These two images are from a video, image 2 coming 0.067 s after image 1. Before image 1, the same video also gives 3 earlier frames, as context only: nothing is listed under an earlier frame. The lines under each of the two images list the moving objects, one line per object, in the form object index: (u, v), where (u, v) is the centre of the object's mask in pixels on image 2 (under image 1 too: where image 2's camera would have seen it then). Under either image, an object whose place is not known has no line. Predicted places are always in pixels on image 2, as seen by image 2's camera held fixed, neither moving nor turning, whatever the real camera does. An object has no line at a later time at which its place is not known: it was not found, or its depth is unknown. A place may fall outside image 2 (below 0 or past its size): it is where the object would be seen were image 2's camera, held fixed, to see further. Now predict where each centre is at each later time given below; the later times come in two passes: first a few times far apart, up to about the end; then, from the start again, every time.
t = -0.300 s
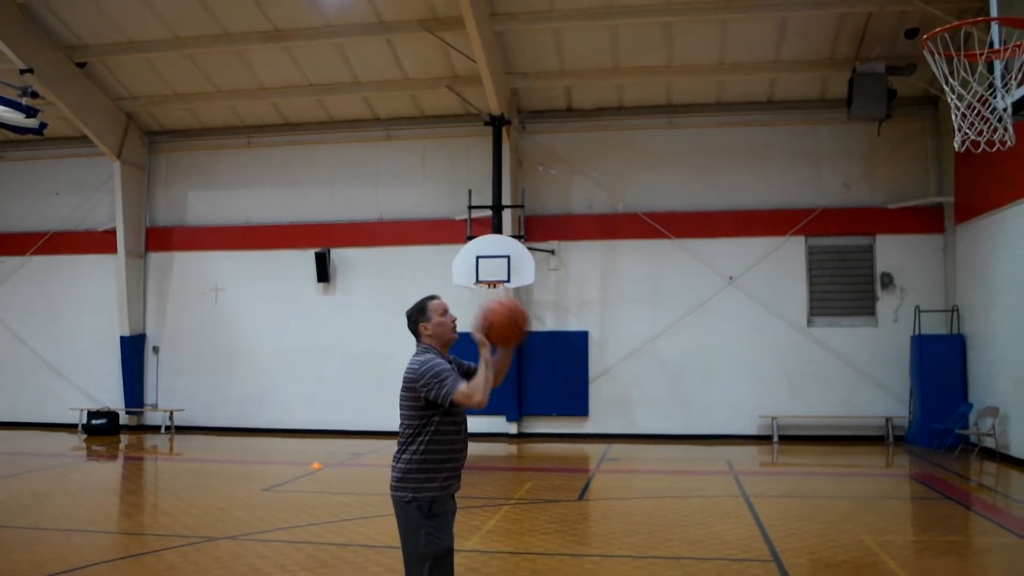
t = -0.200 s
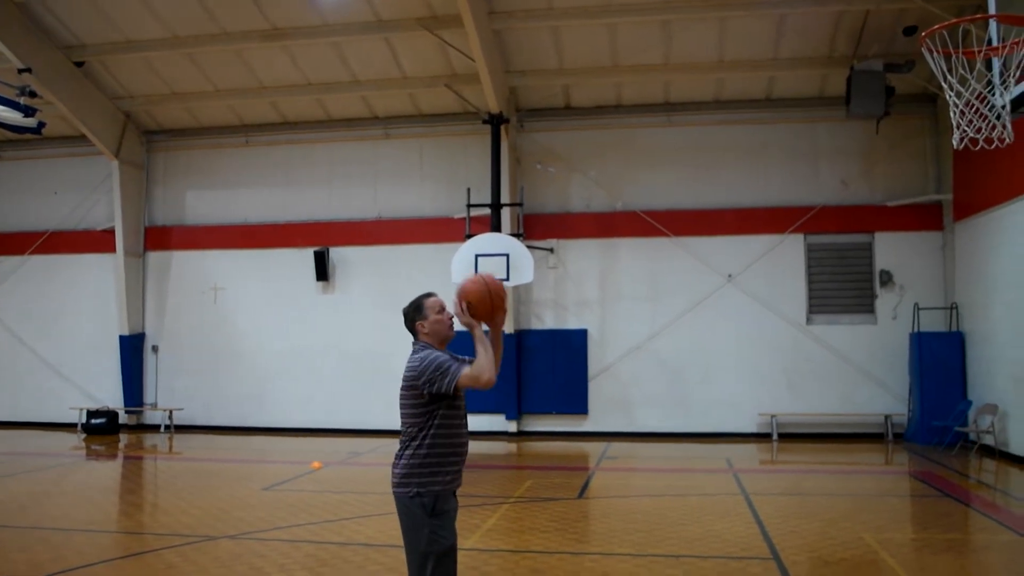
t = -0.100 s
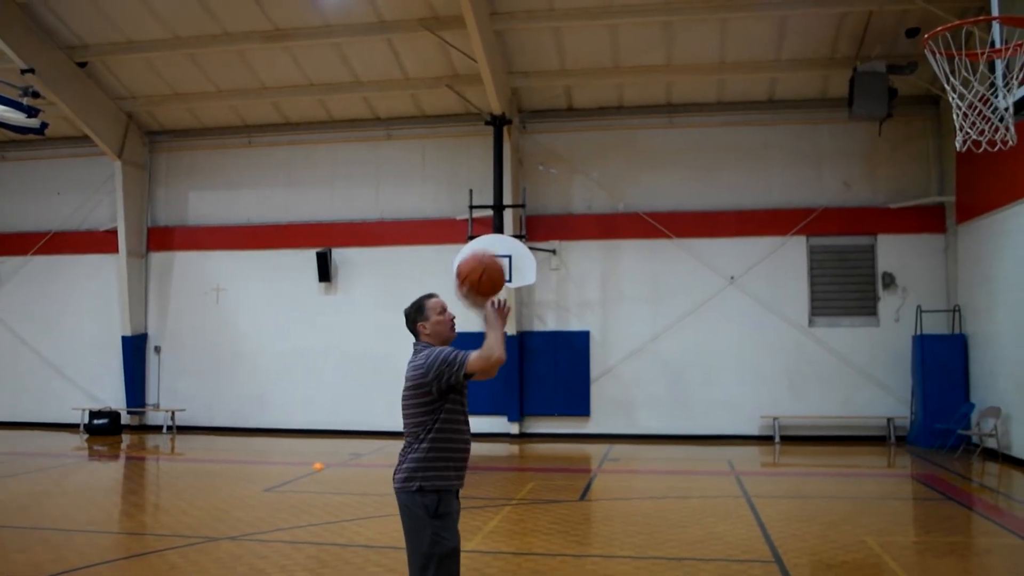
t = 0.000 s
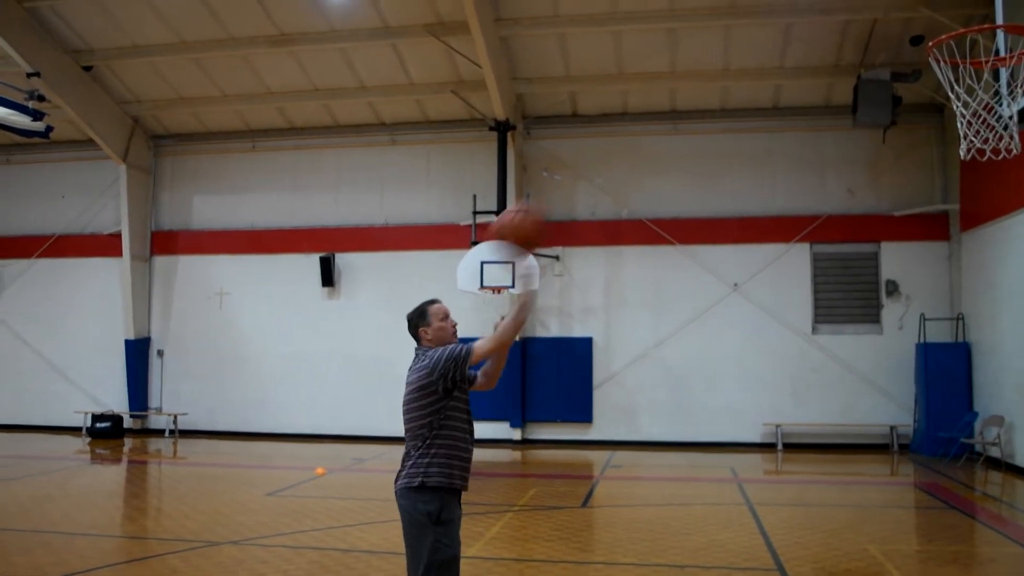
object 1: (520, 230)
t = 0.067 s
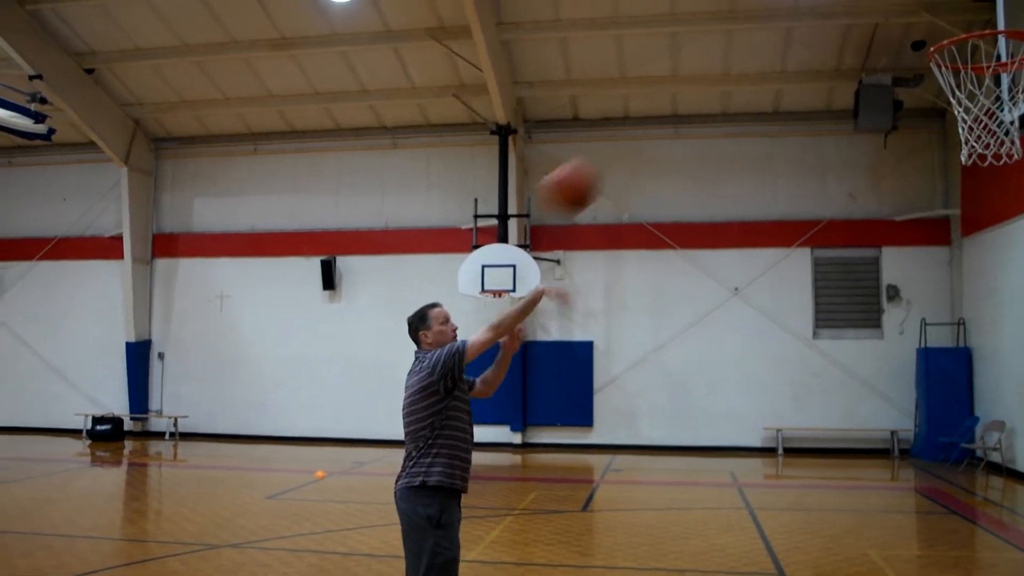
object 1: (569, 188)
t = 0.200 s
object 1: (672, 122)
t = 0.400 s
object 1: (829, 83)
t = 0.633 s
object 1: (995, 133)
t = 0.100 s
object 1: (595, 168)
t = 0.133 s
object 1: (619, 151)
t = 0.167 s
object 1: (646, 135)
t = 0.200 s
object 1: (672, 122)
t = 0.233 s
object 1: (698, 110)
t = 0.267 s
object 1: (725, 100)
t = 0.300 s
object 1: (751, 93)
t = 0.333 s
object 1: (777, 88)
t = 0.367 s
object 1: (802, 85)
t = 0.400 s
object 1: (829, 83)
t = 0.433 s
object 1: (857, 85)
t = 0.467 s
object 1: (885, 89)
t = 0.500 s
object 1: (912, 96)
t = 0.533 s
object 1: (939, 105)
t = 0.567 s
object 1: (958, 112)
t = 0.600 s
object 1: (975, 119)
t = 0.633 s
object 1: (995, 133)
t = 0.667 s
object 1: (1019, 148)
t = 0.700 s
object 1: (1029, 161)
